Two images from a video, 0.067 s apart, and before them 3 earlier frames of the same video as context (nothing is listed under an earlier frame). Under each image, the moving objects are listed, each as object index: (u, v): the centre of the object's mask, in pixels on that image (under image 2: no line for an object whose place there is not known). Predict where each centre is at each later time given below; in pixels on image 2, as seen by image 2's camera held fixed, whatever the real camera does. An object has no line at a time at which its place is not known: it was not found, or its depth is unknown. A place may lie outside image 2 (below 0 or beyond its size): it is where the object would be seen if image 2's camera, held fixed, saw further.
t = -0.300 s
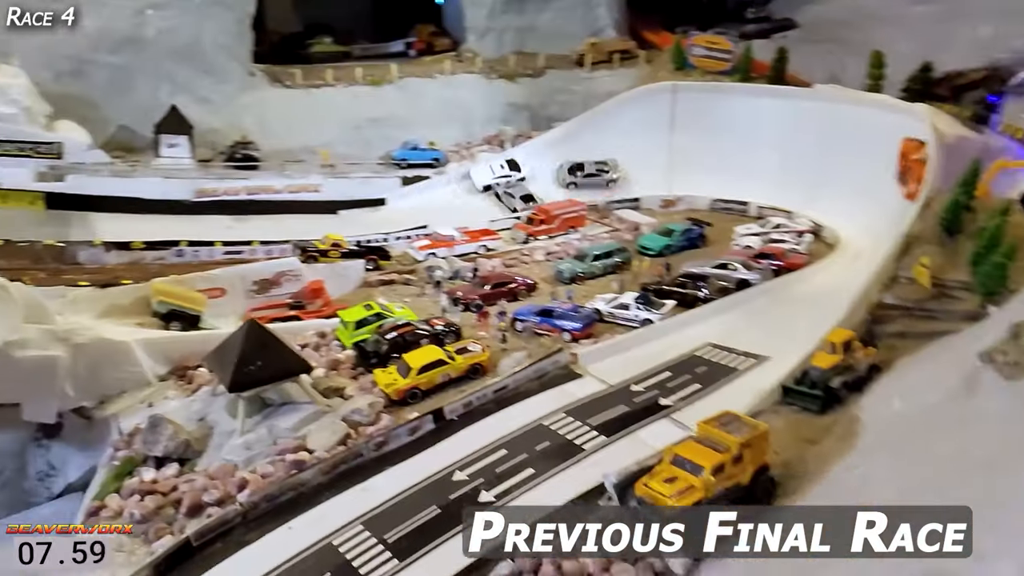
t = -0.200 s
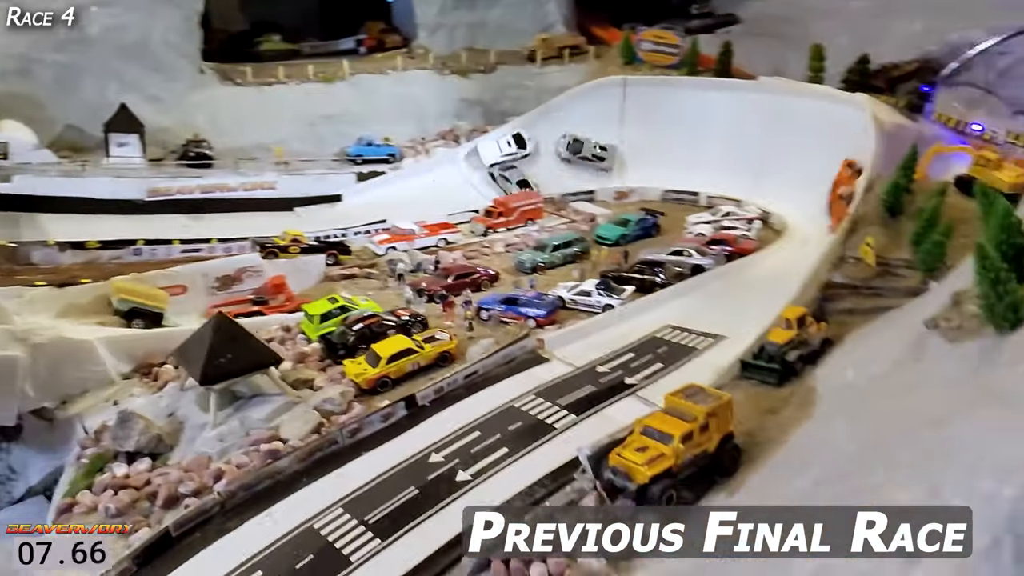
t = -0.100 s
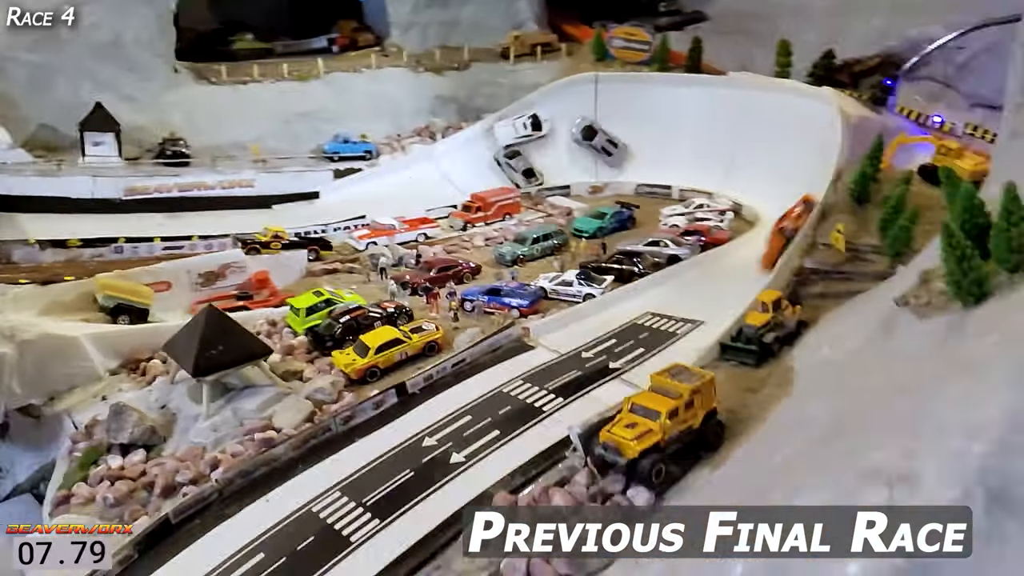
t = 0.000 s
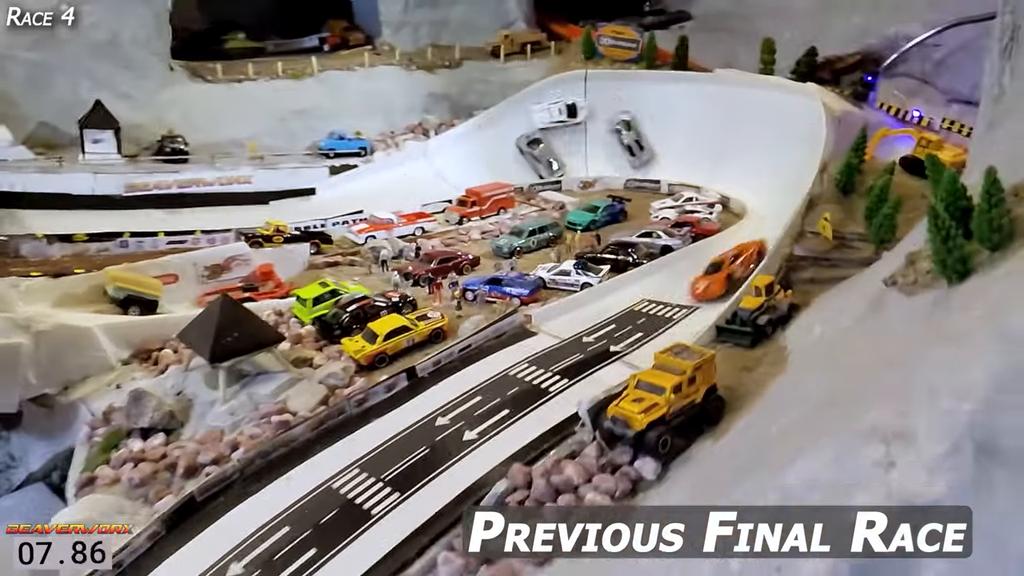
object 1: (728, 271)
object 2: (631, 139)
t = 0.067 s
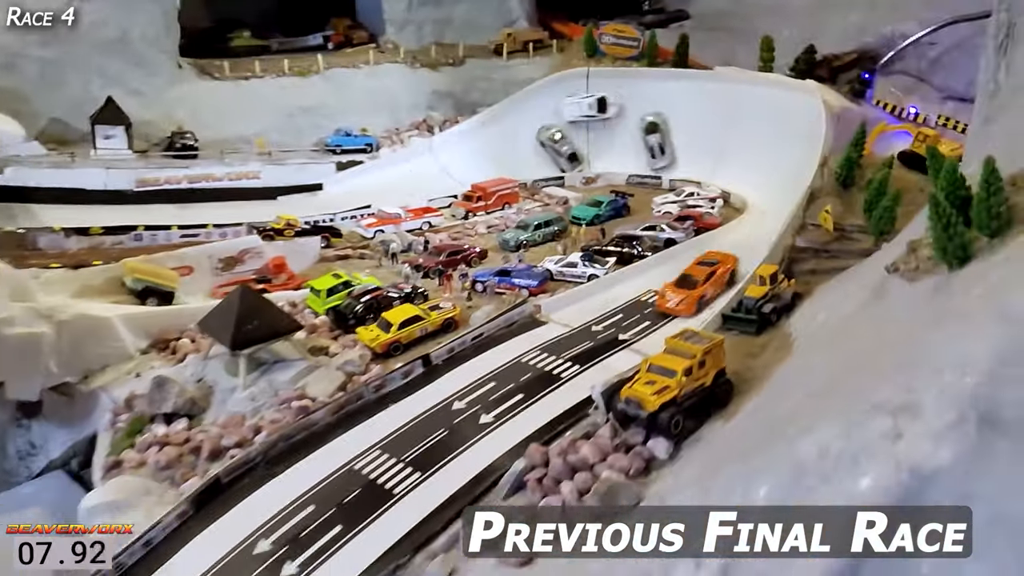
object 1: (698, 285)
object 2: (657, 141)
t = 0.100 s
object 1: (683, 293)
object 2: (666, 143)
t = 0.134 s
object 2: (680, 148)
